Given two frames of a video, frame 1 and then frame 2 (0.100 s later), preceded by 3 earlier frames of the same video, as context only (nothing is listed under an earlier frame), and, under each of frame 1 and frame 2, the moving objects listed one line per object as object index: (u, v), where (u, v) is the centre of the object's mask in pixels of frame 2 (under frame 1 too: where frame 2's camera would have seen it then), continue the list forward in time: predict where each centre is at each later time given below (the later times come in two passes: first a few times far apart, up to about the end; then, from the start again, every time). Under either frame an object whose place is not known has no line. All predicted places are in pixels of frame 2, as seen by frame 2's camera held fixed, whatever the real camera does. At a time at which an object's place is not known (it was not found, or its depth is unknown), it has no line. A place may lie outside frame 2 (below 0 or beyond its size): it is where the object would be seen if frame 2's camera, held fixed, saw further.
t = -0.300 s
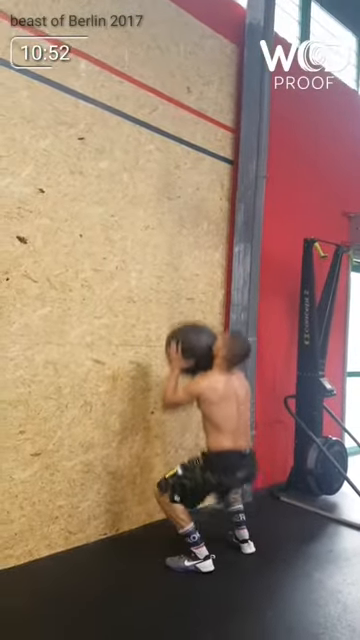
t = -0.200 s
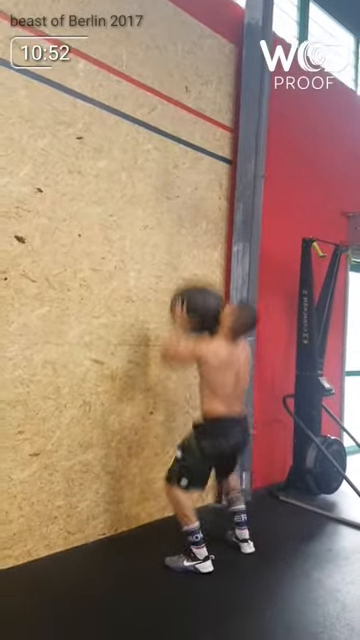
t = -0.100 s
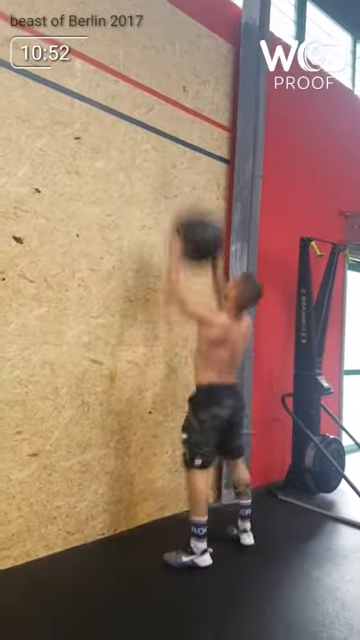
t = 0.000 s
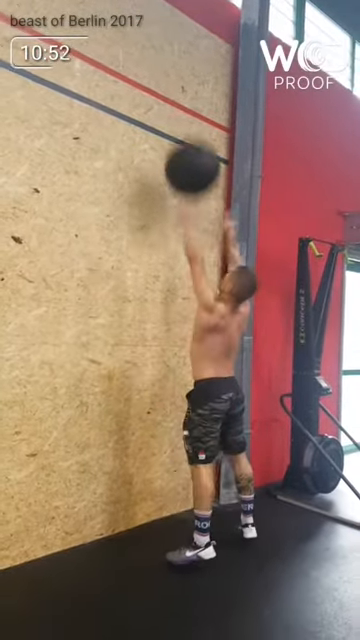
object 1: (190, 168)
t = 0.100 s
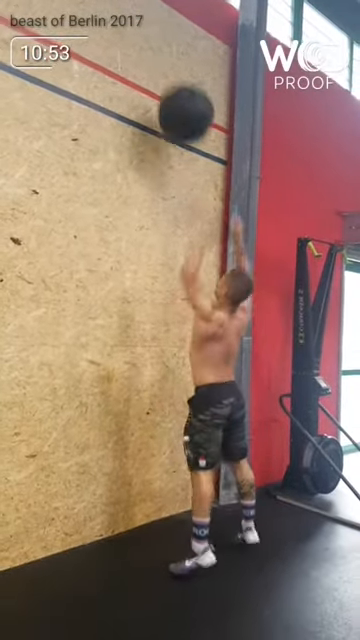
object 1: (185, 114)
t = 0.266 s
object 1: (176, 60)
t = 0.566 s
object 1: (184, 58)
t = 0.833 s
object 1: (189, 168)
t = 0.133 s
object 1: (183, 99)
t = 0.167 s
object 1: (181, 86)
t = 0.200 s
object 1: (179, 76)
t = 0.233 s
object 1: (177, 66)
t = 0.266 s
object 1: (176, 60)
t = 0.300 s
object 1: (176, 54)
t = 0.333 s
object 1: (176, 50)
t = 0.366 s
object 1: (178, 47)
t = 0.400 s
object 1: (179, 45)
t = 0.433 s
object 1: (179, 45)
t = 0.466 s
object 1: (181, 46)
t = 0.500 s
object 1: (182, 48)
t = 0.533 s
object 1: (183, 53)
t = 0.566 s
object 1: (184, 58)
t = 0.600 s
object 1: (185, 66)
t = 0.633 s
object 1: (186, 75)
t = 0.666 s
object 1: (187, 86)
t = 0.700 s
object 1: (187, 98)
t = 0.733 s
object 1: (188, 113)
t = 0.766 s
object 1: (189, 130)
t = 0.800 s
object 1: (189, 147)
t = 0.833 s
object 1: (189, 168)
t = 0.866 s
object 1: (189, 191)
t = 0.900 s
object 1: (189, 214)
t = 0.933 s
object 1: (189, 238)
